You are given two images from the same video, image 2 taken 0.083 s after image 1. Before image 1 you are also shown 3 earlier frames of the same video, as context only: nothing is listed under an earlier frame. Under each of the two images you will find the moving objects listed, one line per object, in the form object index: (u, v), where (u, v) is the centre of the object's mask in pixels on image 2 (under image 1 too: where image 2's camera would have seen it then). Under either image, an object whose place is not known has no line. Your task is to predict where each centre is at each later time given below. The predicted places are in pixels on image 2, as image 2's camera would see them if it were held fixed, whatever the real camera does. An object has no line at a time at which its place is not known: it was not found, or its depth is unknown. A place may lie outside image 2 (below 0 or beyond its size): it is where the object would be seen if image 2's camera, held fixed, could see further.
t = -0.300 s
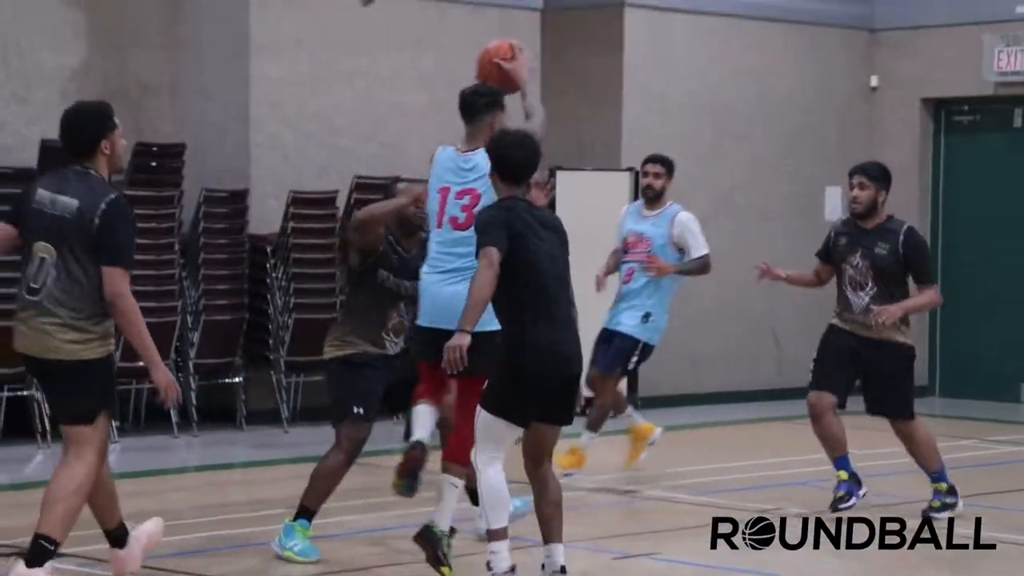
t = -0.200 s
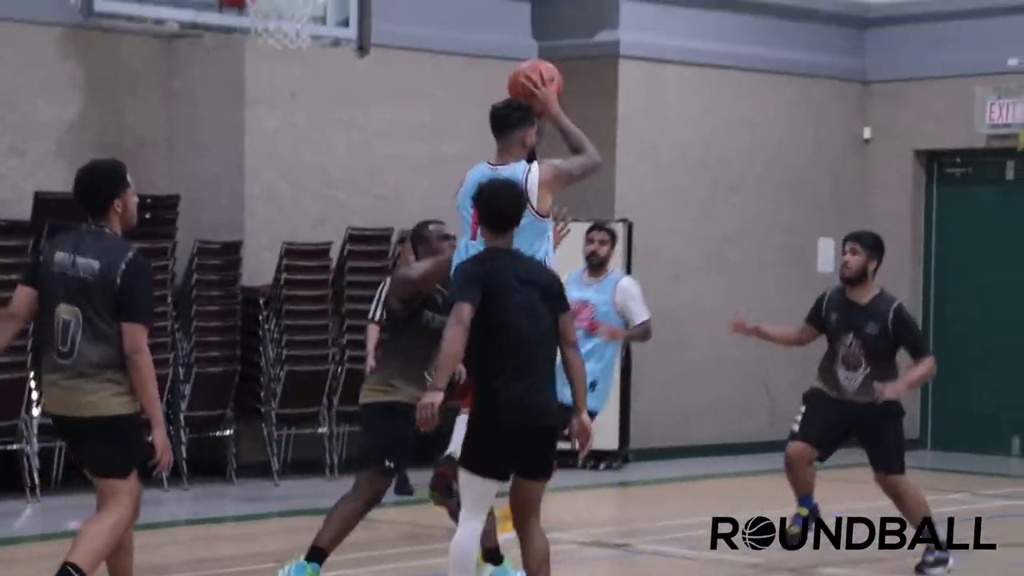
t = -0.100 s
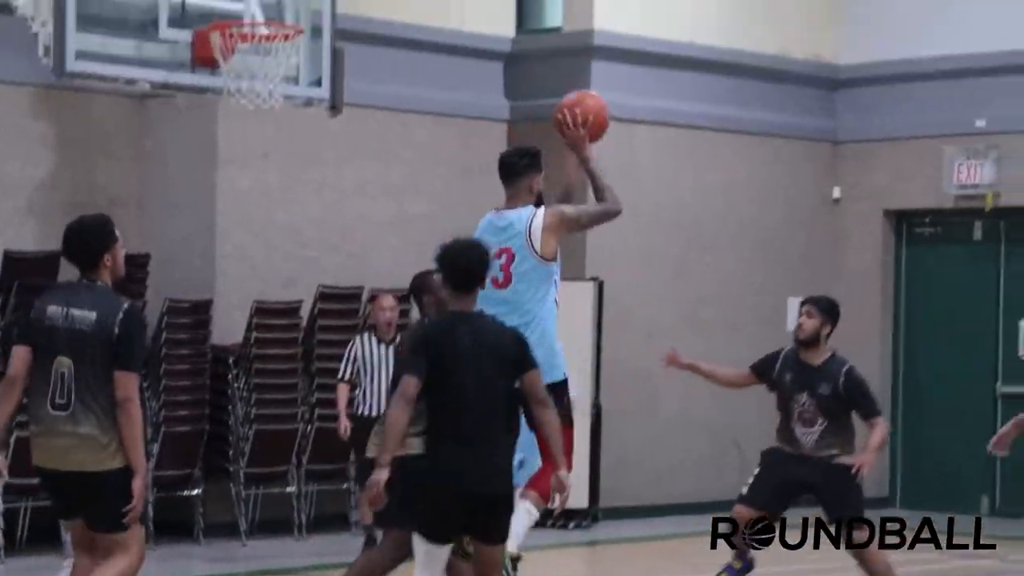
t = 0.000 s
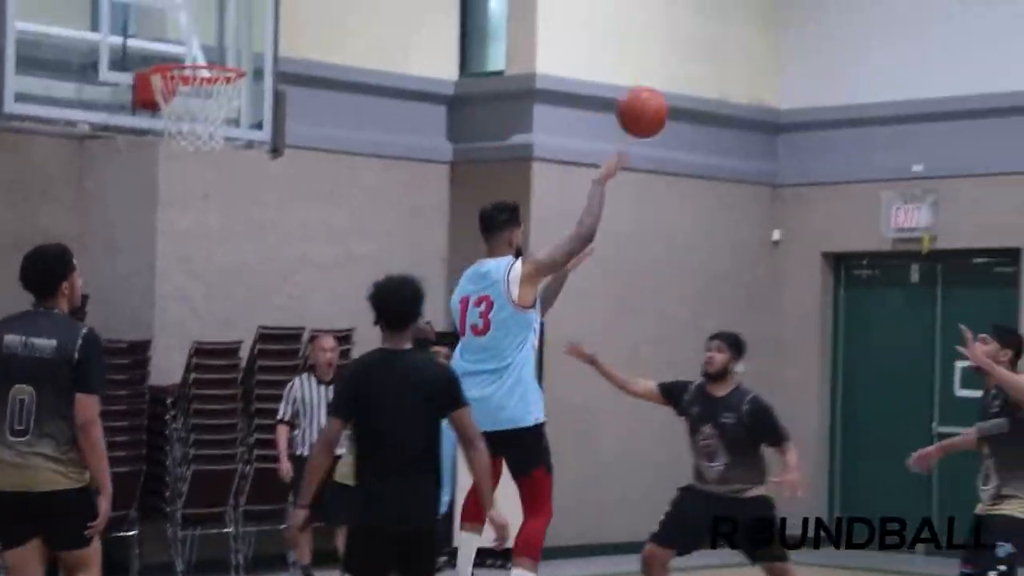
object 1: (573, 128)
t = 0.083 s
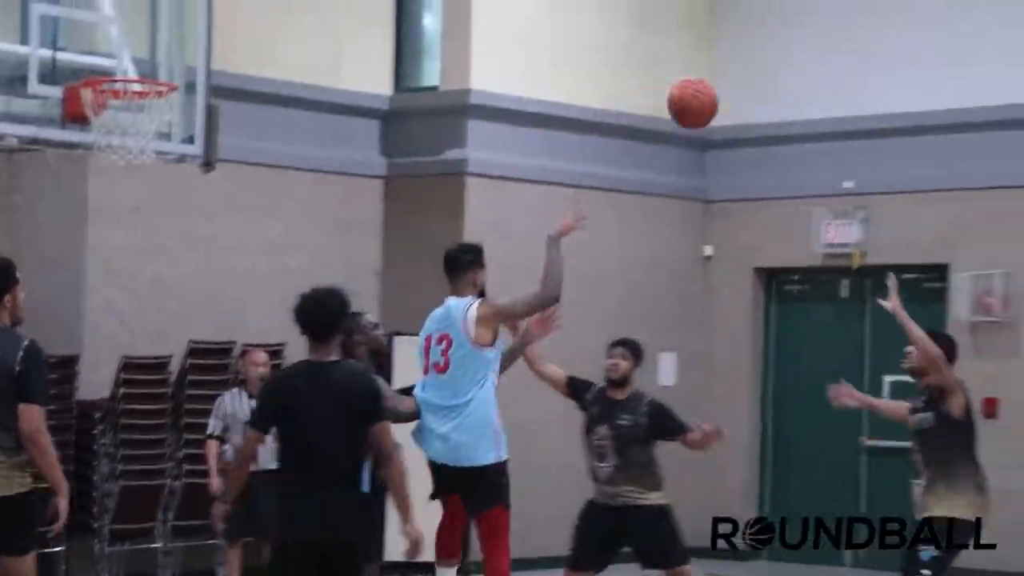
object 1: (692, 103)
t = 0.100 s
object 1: (715, 100)
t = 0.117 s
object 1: (739, 98)
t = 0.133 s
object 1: (761, 96)
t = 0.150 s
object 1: (783, 94)
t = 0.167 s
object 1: (805, 93)
